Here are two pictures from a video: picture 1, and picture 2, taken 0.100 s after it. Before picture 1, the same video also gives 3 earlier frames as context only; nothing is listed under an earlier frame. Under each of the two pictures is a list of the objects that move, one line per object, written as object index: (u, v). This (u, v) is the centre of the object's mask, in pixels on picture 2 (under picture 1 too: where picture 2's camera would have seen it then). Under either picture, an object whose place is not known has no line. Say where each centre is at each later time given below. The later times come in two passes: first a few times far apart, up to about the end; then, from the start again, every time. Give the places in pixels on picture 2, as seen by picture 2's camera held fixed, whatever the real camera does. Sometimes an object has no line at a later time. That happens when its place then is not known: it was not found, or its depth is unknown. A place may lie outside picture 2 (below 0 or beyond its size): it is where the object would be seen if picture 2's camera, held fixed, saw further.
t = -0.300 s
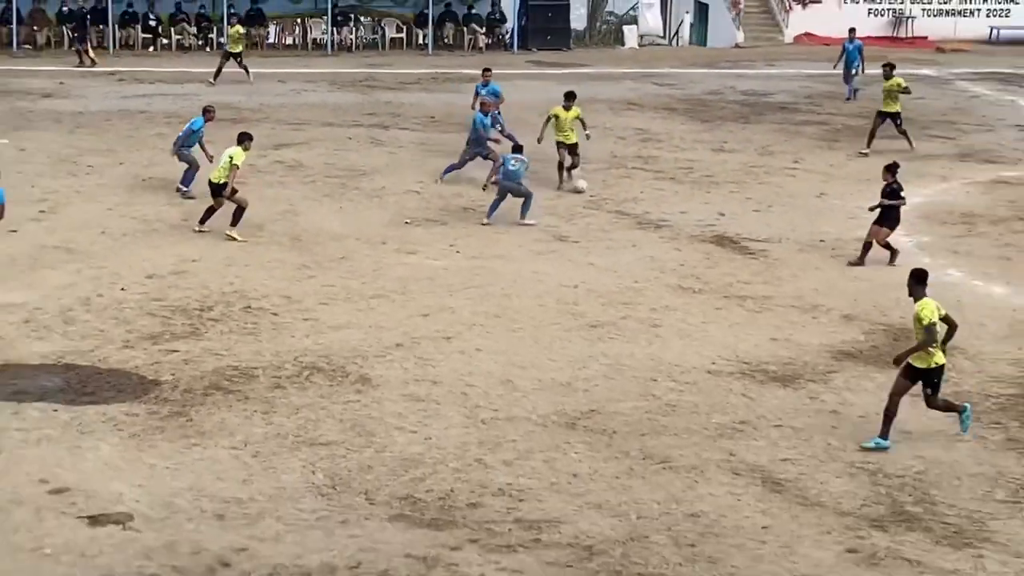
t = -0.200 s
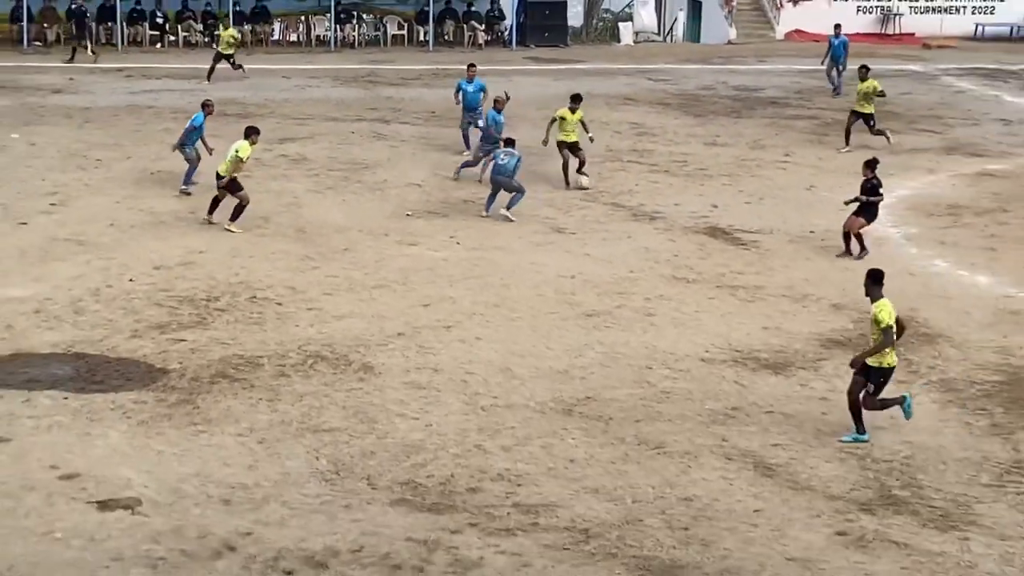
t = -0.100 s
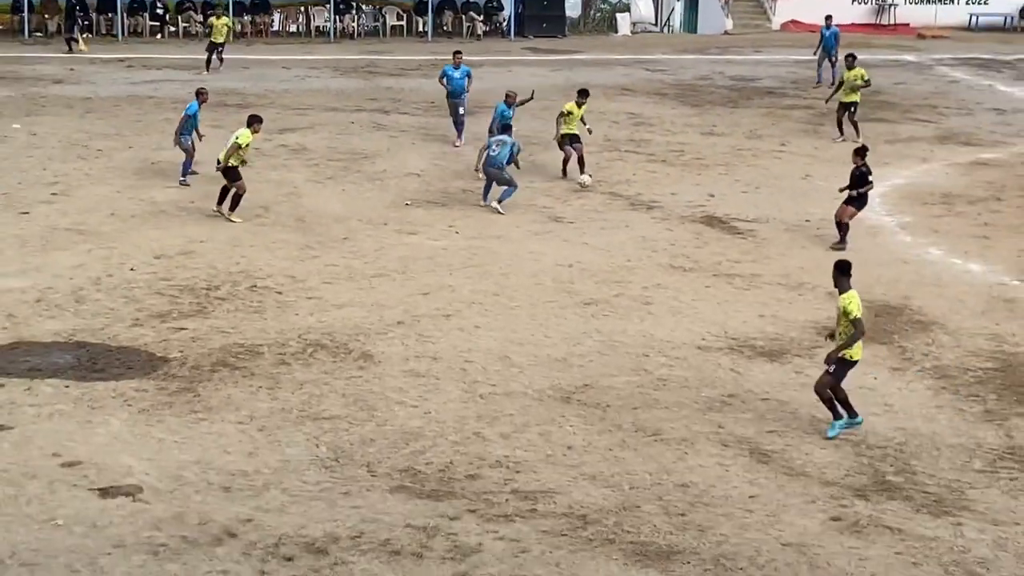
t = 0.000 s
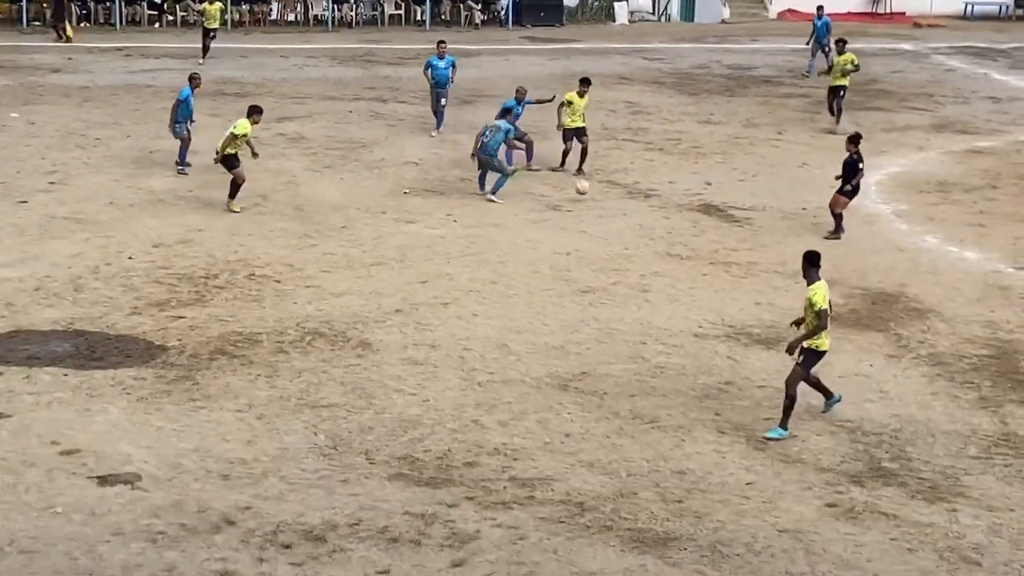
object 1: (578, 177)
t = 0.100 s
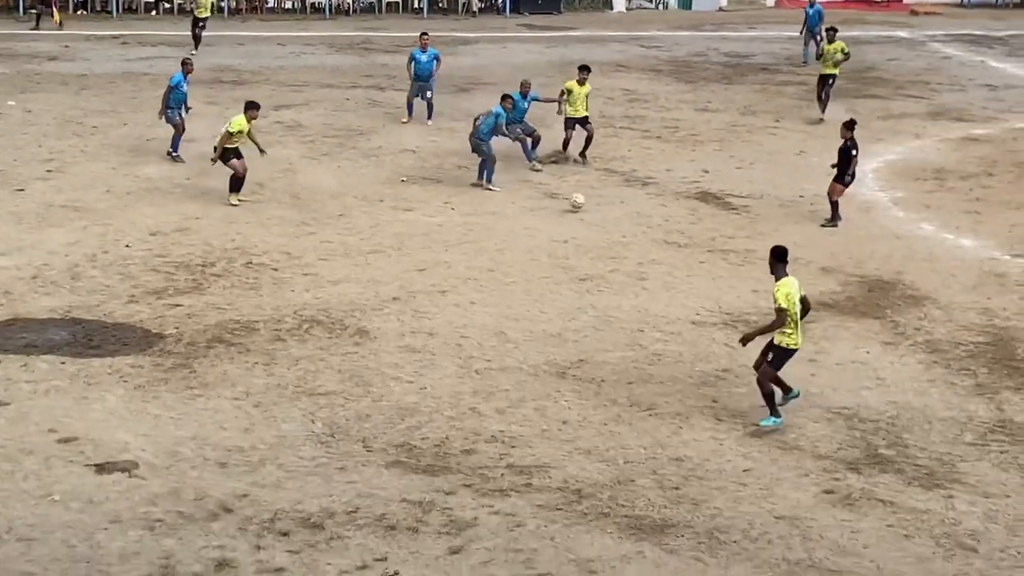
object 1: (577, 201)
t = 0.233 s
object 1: (568, 225)
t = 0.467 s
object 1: (546, 280)
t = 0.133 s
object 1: (575, 211)
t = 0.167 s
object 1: (573, 220)
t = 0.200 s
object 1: (570, 222)
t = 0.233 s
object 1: (568, 225)
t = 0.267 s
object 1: (566, 229)
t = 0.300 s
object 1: (563, 233)
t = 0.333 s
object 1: (559, 241)
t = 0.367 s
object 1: (556, 248)
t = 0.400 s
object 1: (553, 257)
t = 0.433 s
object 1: (550, 268)
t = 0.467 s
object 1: (546, 280)
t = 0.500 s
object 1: (542, 294)
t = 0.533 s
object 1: (538, 310)
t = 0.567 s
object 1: (534, 327)
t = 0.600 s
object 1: (530, 334)
